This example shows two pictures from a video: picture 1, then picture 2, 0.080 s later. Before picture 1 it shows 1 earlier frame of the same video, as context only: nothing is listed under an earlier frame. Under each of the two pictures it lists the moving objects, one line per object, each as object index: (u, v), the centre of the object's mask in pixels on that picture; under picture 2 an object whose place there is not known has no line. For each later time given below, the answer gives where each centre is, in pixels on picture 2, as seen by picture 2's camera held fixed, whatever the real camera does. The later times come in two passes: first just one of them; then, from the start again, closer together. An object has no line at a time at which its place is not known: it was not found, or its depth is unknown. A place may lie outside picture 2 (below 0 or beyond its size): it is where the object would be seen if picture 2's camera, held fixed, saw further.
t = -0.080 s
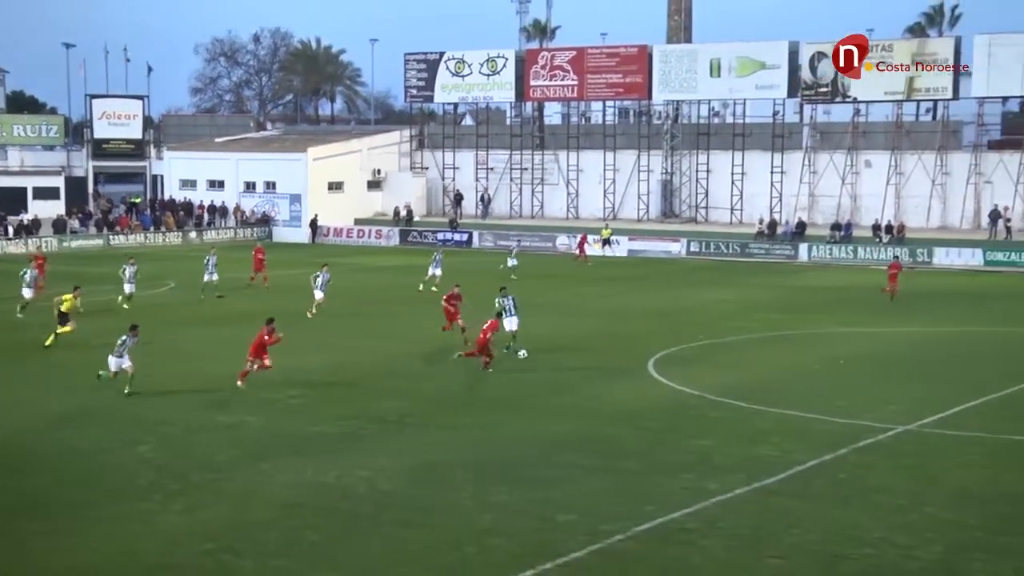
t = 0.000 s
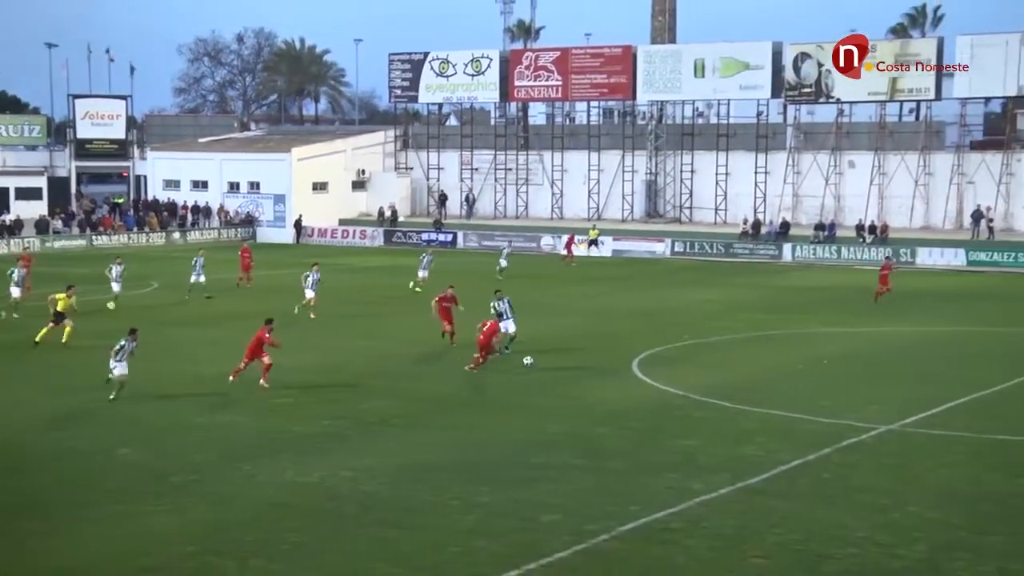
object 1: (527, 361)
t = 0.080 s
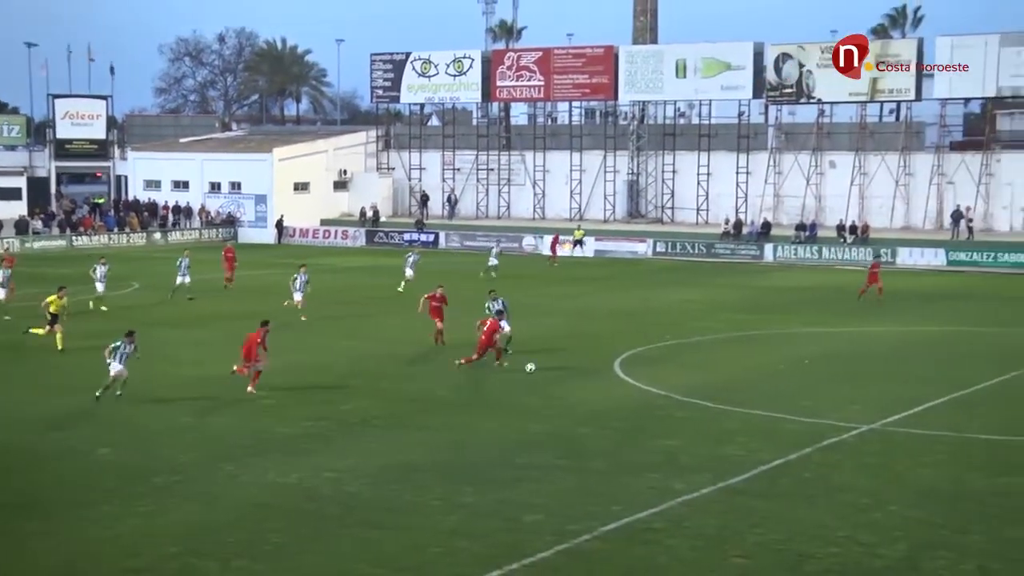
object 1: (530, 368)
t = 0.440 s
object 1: (629, 399)
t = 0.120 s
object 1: (540, 370)
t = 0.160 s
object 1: (550, 373)
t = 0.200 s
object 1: (561, 377)
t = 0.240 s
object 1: (572, 381)
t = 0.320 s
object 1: (594, 387)
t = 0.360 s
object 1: (605, 390)
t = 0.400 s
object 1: (617, 394)
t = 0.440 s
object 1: (629, 399)
